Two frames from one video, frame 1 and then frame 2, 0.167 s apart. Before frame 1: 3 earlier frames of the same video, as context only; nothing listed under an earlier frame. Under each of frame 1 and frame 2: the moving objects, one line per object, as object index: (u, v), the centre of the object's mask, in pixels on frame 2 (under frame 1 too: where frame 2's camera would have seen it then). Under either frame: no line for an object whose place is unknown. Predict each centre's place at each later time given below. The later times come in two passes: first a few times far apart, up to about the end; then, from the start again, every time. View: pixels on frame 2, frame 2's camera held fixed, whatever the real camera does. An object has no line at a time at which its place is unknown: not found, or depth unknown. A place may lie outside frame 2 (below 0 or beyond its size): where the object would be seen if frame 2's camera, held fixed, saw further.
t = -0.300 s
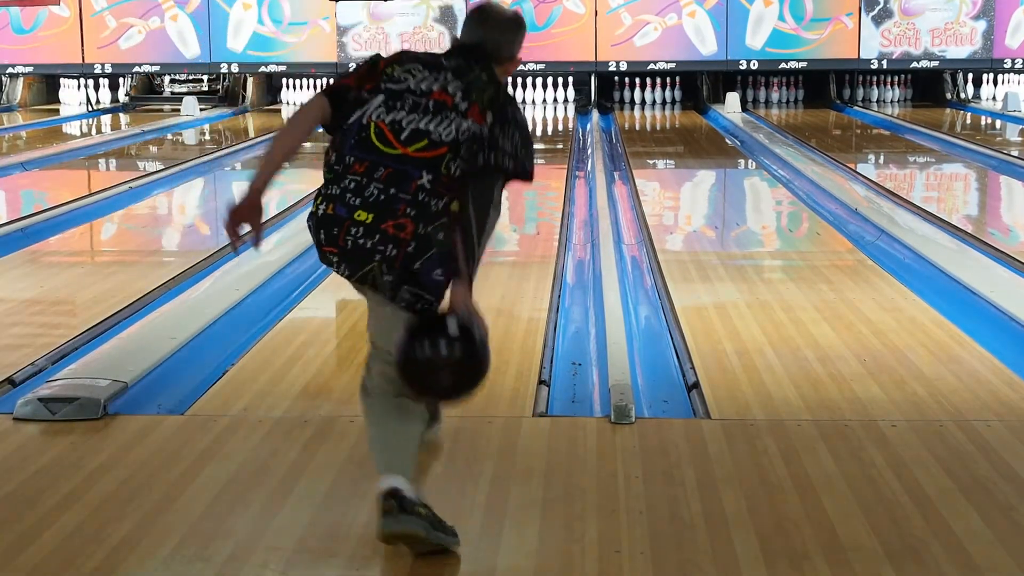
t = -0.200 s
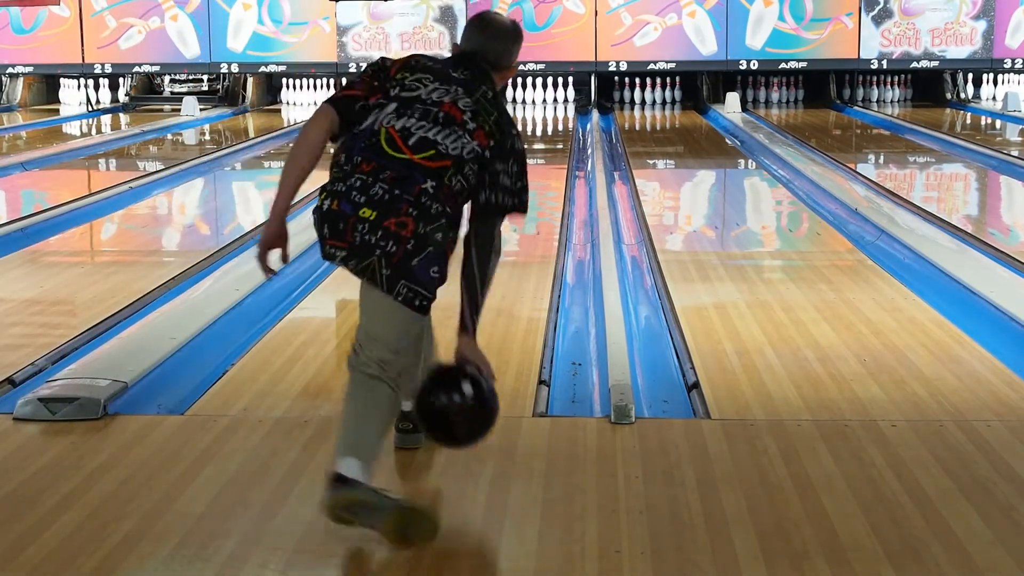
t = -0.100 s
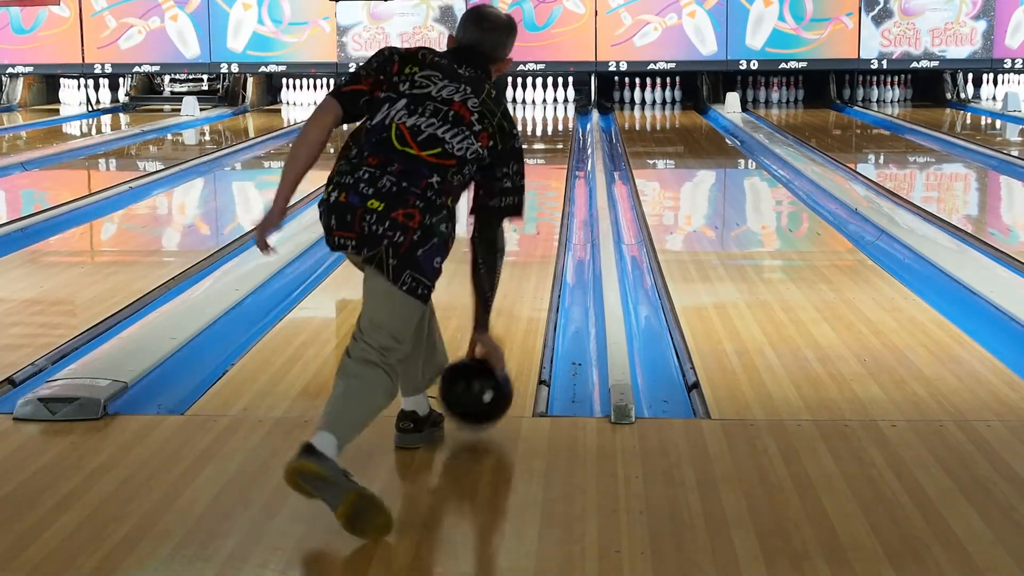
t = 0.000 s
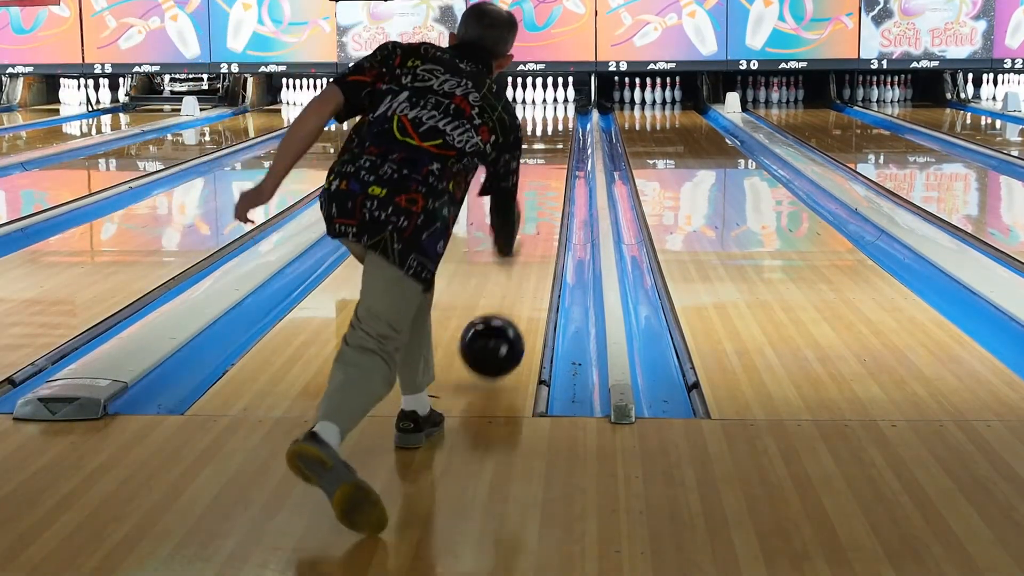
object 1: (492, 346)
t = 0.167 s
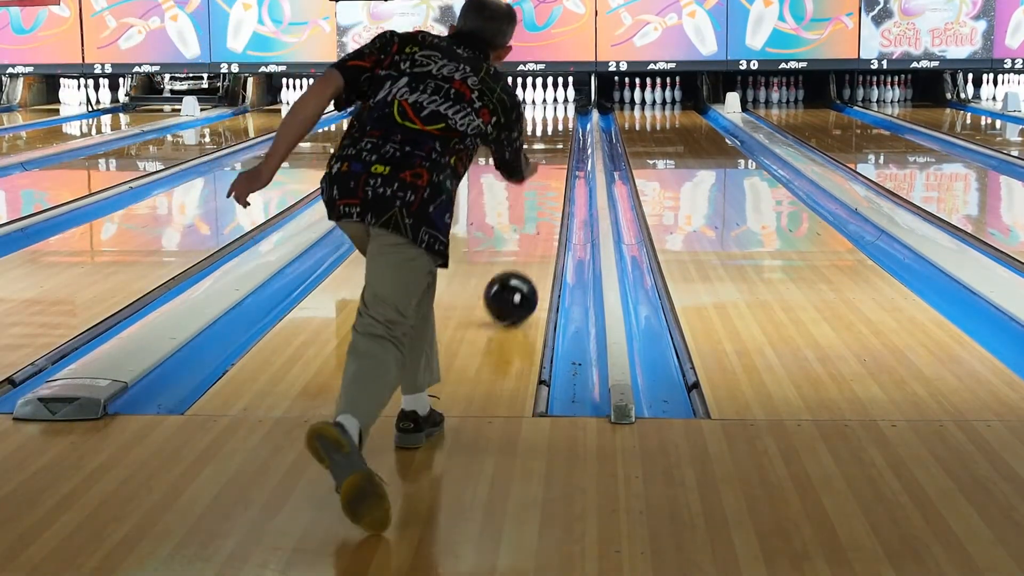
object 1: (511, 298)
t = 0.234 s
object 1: (517, 282)
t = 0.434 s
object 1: (530, 242)
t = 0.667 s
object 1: (540, 209)
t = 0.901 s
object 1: (546, 186)
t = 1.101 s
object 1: (550, 169)
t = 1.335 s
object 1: (552, 154)
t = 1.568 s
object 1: (553, 142)
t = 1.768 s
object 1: (554, 133)
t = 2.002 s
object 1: (555, 125)
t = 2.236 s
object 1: (555, 118)
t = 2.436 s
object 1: (554, 113)
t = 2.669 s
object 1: (553, 107)
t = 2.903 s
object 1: (552, 103)
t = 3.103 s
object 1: (550, 99)
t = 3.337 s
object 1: (551, 96)
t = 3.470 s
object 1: (553, 96)
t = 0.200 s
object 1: (514, 290)
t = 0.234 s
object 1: (517, 282)
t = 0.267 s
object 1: (519, 274)
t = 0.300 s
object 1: (522, 267)
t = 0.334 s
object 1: (524, 260)
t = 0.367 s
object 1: (526, 254)
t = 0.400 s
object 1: (528, 248)
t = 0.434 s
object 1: (530, 242)
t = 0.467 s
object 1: (532, 237)
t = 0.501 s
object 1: (534, 232)
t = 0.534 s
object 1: (535, 227)
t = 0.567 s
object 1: (537, 222)
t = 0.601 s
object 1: (538, 217)
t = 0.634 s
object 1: (539, 213)
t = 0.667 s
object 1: (540, 209)
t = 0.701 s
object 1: (541, 205)
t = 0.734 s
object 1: (542, 202)
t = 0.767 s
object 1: (543, 198)
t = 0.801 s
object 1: (544, 195)
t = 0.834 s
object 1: (544, 192)
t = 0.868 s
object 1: (545, 189)
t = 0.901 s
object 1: (546, 186)
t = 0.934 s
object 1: (547, 183)
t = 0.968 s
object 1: (547, 180)
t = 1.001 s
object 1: (548, 177)
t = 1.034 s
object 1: (548, 174)
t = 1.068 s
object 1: (549, 172)
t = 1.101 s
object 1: (550, 169)
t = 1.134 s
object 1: (550, 167)
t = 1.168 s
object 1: (550, 164)
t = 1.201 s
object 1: (551, 162)
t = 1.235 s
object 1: (551, 160)
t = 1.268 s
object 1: (551, 158)
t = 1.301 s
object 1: (552, 156)
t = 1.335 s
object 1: (552, 154)
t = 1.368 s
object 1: (552, 152)
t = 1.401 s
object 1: (552, 150)
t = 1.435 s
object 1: (553, 148)
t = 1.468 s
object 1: (553, 147)
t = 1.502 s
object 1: (553, 145)
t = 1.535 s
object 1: (553, 143)
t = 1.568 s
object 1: (553, 142)
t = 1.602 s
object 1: (554, 140)
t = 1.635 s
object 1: (554, 139)
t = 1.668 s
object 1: (554, 137)
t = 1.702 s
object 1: (554, 136)
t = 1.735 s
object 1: (554, 135)
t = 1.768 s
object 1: (554, 133)
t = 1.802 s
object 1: (554, 132)
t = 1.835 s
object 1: (554, 130)
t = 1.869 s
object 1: (554, 129)
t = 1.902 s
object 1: (555, 128)
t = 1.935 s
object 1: (555, 127)
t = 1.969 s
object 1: (555, 126)
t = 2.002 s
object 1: (555, 125)
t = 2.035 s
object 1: (555, 124)
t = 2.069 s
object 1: (555, 123)
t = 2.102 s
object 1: (555, 122)
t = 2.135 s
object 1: (555, 121)
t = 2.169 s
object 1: (555, 120)
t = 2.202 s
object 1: (555, 119)
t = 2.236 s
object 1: (555, 118)
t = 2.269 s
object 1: (554, 117)
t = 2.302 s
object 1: (555, 116)
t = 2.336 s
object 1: (555, 115)
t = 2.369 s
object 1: (554, 114)
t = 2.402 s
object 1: (554, 113)
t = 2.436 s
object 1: (554, 113)
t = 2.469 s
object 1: (554, 112)
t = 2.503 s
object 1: (554, 111)
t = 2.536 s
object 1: (554, 110)
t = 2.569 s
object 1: (554, 110)
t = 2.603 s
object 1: (554, 109)
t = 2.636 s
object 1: (553, 108)
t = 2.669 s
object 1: (553, 107)
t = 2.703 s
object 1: (553, 106)
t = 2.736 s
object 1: (553, 106)
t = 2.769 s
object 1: (553, 105)
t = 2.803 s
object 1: (552, 105)
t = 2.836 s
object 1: (552, 104)
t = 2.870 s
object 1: (552, 103)
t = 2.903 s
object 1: (552, 103)
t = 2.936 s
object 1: (552, 102)
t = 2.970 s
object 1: (551, 101)
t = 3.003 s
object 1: (551, 101)
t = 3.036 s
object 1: (551, 100)
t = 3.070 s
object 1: (550, 100)
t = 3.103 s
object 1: (550, 99)
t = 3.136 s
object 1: (550, 99)
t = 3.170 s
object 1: (549, 98)
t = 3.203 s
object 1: (549, 98)
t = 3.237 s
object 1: (549, 98)
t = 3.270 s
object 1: (550, 97)
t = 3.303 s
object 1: (551, 96)
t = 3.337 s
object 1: (551, 96)
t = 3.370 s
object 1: (552, 96)
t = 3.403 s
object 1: (552, 96)
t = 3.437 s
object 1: (552, 95)
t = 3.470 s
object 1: (553, 96)
